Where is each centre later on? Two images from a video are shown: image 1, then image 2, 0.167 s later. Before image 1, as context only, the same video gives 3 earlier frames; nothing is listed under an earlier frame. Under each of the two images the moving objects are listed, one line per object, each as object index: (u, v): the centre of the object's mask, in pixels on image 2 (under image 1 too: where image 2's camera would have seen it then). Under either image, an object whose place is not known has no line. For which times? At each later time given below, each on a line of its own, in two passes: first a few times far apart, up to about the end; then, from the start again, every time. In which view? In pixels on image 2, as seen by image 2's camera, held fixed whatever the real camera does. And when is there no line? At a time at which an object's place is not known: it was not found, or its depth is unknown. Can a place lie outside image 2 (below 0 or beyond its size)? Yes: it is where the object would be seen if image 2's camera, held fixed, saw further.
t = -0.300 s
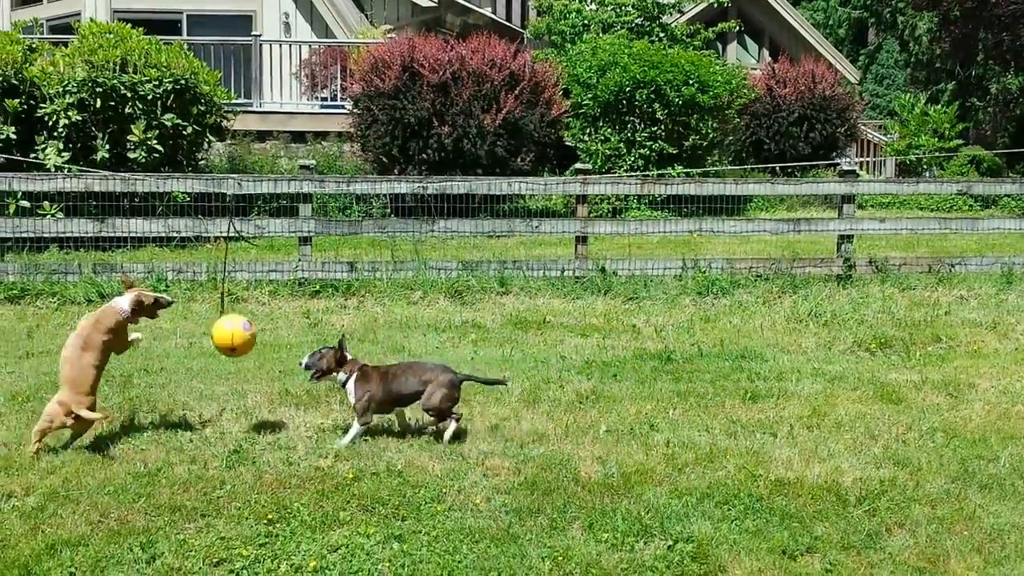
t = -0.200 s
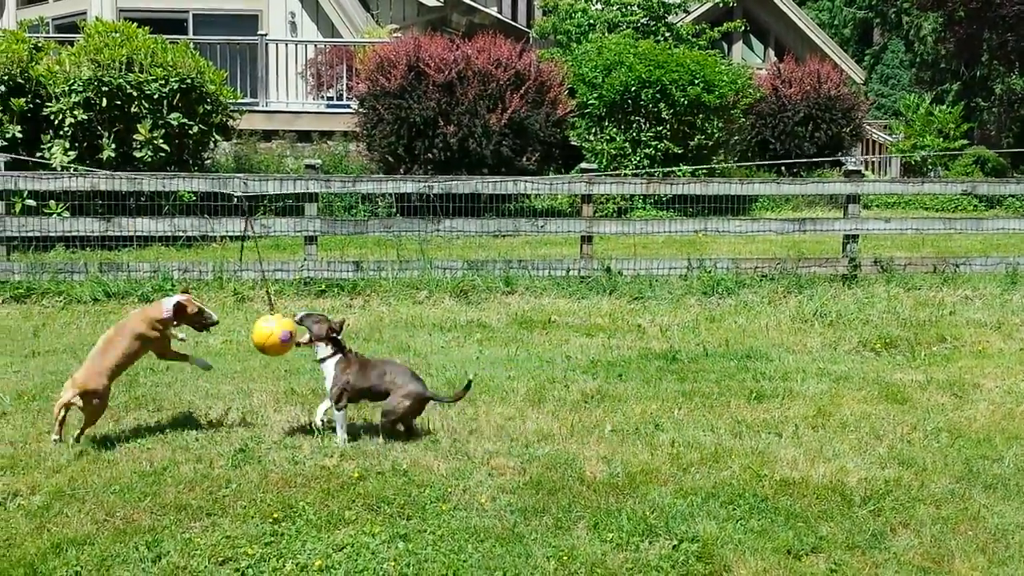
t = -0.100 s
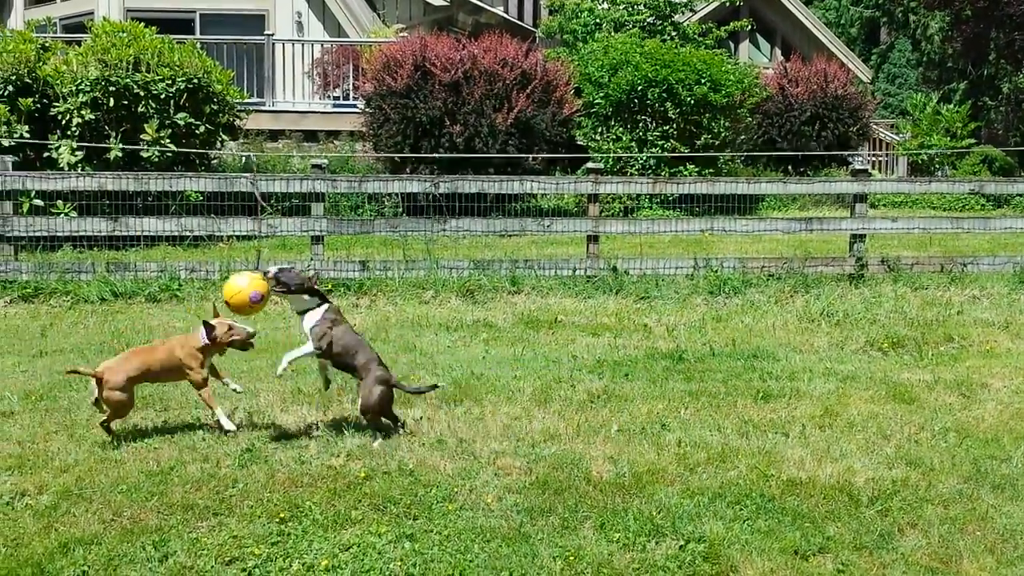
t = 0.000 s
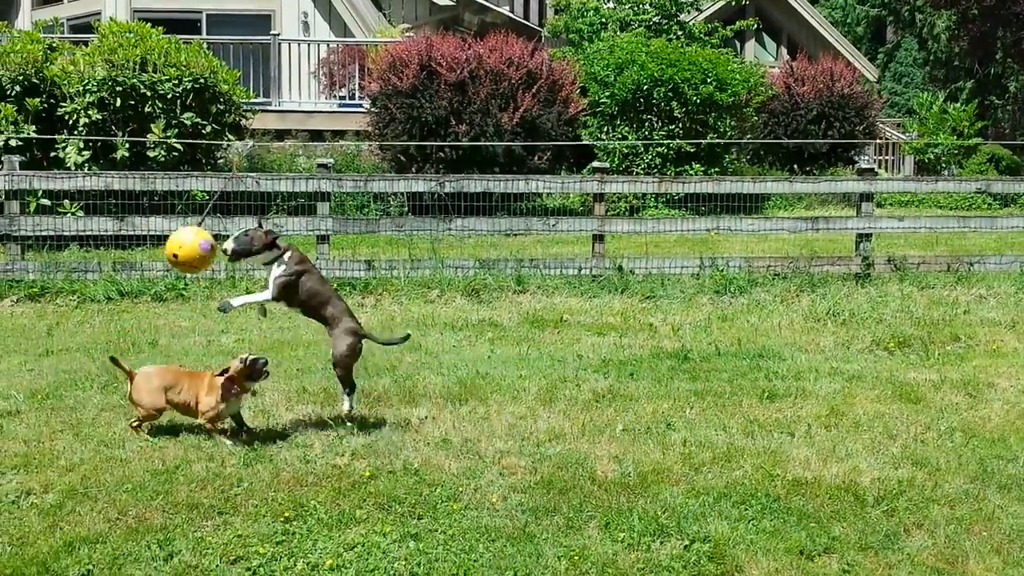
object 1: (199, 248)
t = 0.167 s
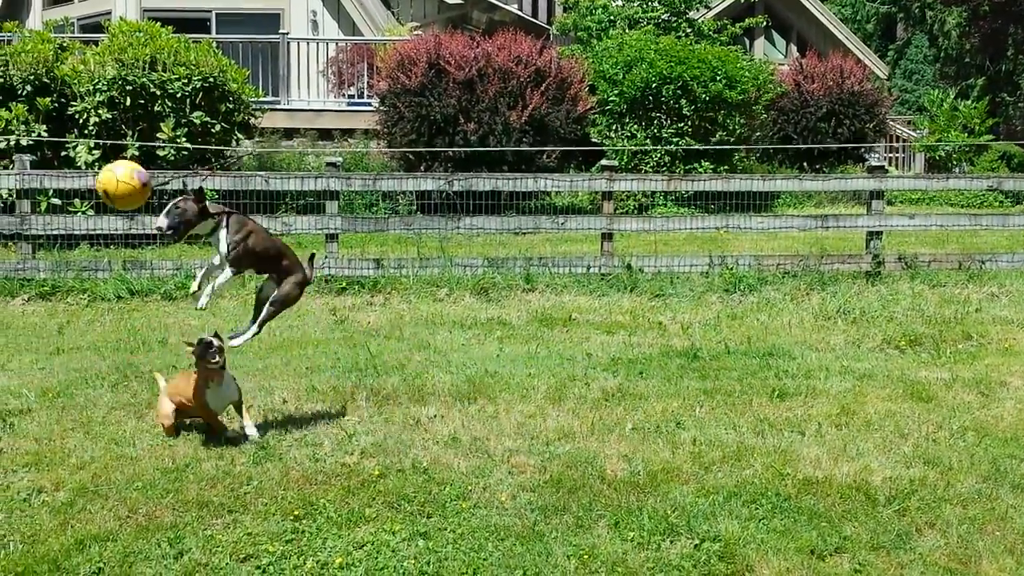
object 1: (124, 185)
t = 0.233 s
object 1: (128, 166)
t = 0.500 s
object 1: (210, 185)
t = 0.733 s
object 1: (276, 311)
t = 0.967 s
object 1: (295, 282)
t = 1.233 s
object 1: (281, 197)
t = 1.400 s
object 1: (274, 218)
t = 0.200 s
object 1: (123, 174)
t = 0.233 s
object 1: (128, 166)
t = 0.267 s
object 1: (137, 159)
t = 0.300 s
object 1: (147, 155)
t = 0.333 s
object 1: (158, 154)
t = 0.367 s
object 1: (168, 155)
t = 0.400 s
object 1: (179, 159)
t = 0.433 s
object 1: (190, 165)
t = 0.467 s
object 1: (200, 173)
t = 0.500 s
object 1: (210, 185)
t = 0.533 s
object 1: (221, 197)
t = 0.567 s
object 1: (229, 213)
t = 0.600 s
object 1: (239, 230)
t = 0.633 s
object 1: (249, 250)
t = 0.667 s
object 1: (258, 272)
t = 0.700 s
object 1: (267, 293)
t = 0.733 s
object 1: (276, 311)
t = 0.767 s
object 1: (284, 327)
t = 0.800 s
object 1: (290, 337)
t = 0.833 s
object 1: (295, 339)
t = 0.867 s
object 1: (298, 332)
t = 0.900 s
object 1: (299, 318)
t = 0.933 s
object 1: (298, 300)
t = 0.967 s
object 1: (295, 282)
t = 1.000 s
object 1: (294, 263)
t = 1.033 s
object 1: (292, 248)
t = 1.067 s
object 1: (291, 234)
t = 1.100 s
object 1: (289, 221)
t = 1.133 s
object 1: (287, 212)
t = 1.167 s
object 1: (284, 204)
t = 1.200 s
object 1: (283, 199)
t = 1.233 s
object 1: (281, 197)
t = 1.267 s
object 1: (280, 197)
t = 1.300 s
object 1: (279, 198)
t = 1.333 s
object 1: (278, 201)
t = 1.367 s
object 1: (276, 208)
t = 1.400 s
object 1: (274, 218)
